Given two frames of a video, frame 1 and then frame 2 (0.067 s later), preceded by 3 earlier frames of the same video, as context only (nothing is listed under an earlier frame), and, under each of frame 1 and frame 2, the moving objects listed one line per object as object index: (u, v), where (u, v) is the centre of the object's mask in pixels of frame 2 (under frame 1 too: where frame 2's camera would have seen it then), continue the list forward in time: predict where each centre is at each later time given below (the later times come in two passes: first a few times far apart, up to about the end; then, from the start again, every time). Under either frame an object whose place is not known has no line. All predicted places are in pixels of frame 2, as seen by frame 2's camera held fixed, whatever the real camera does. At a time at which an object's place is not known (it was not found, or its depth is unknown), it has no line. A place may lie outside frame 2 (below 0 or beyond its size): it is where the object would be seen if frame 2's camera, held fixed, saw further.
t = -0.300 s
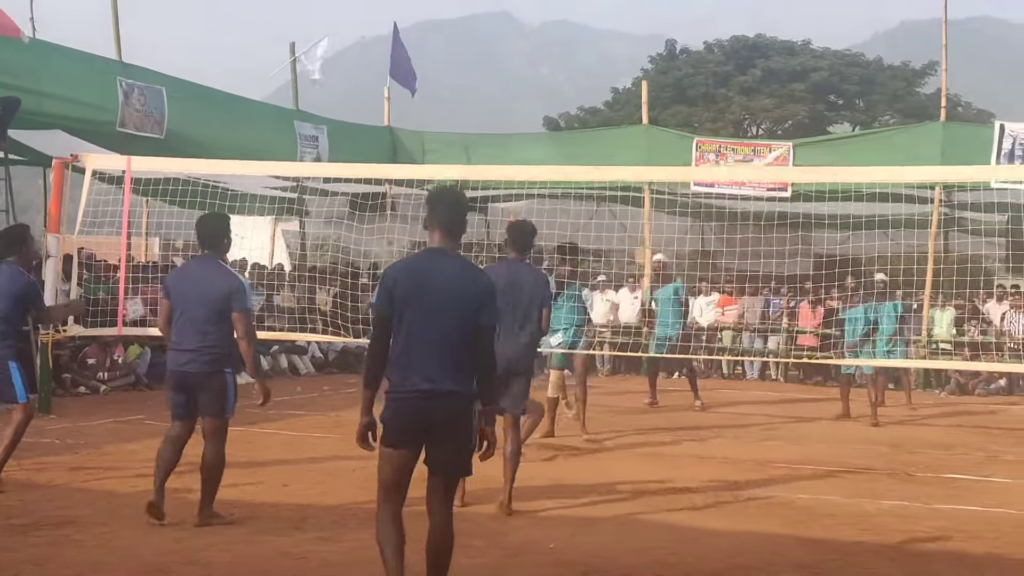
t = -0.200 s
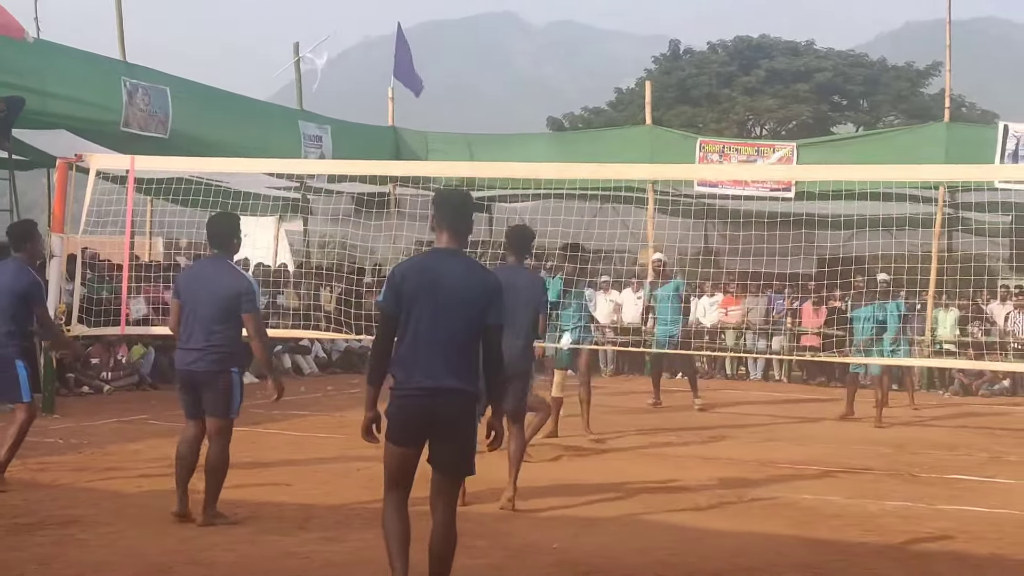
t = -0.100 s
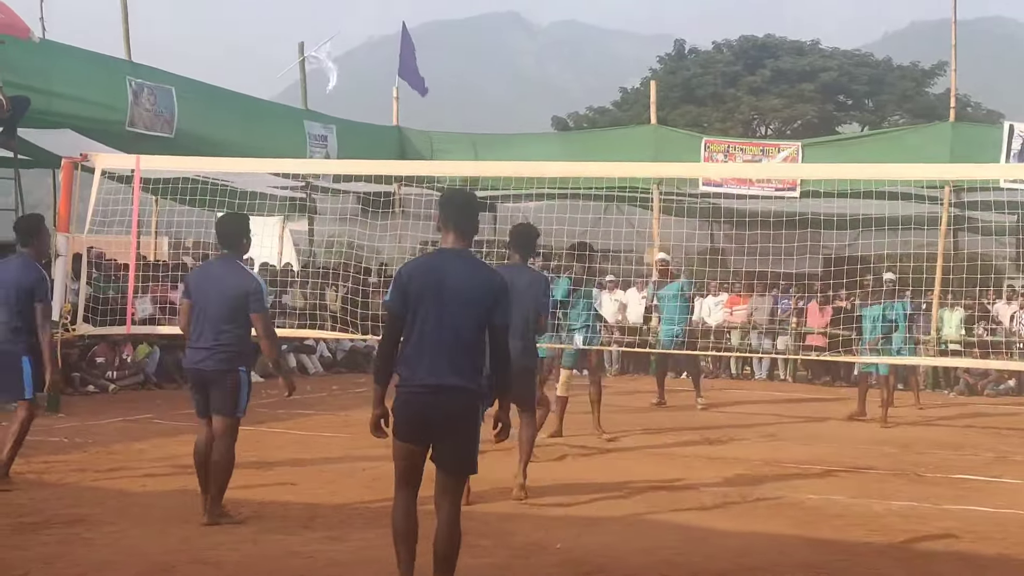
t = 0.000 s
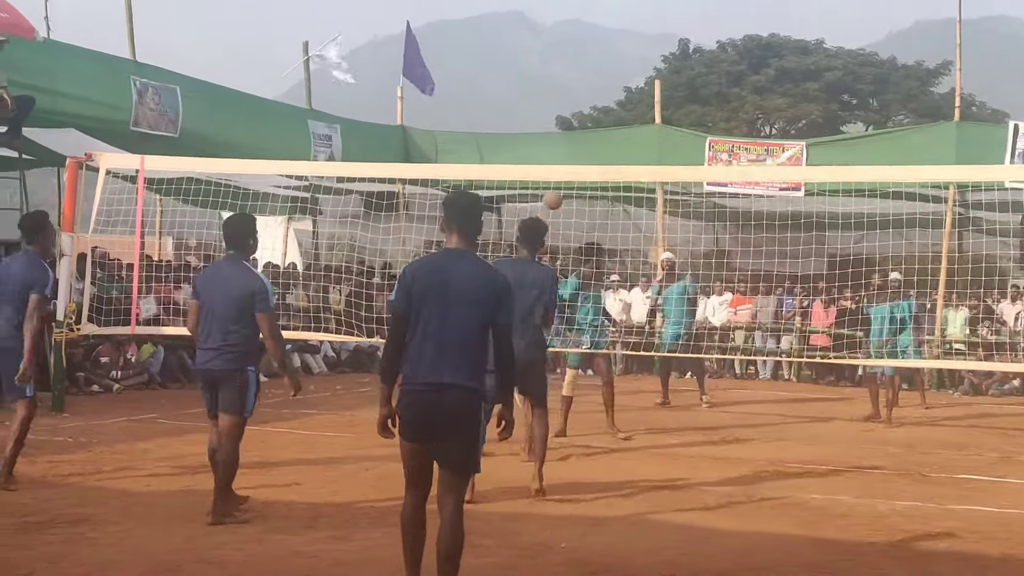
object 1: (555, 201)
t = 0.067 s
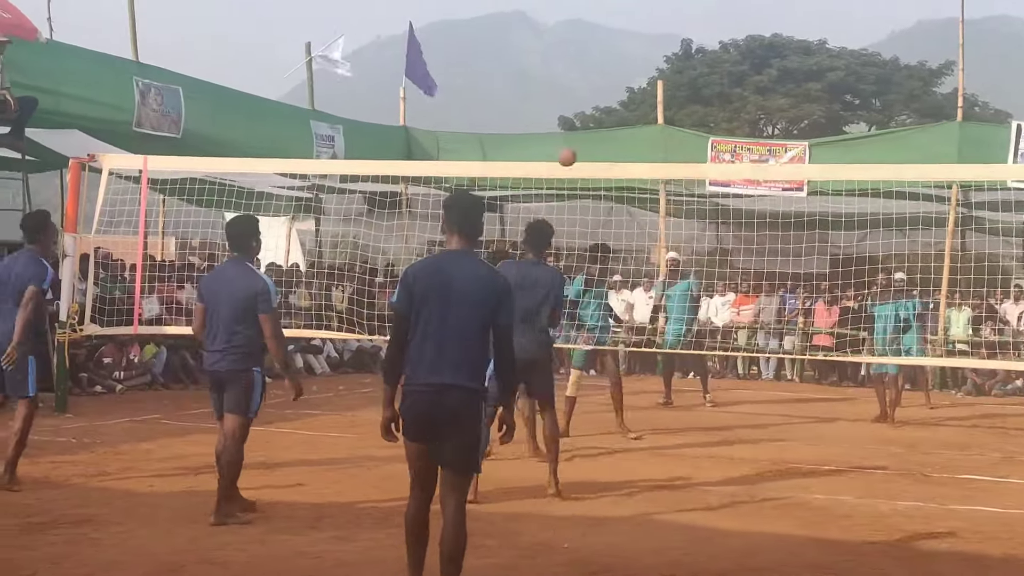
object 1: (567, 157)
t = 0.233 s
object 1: (596, 69)
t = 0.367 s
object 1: (619, 20)
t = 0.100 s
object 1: (572, 136)
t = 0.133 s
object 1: (575, 119)
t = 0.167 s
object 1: (585, 101)
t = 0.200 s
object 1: (590, 85)
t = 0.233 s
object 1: (596, 69)
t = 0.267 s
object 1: (602, 55)
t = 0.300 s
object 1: (607, 42)
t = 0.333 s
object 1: (613, 30)
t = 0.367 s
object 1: (619, 20)
